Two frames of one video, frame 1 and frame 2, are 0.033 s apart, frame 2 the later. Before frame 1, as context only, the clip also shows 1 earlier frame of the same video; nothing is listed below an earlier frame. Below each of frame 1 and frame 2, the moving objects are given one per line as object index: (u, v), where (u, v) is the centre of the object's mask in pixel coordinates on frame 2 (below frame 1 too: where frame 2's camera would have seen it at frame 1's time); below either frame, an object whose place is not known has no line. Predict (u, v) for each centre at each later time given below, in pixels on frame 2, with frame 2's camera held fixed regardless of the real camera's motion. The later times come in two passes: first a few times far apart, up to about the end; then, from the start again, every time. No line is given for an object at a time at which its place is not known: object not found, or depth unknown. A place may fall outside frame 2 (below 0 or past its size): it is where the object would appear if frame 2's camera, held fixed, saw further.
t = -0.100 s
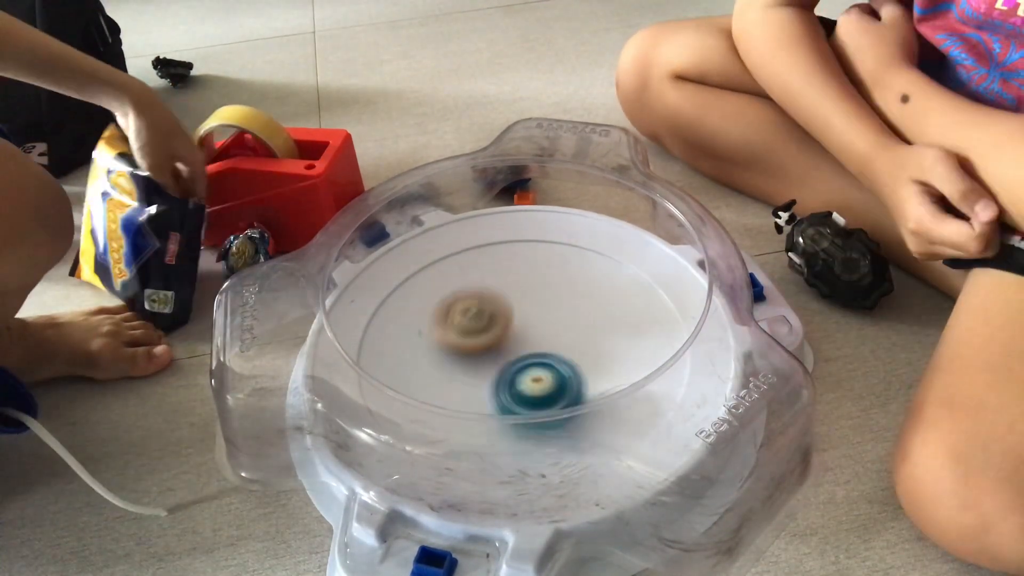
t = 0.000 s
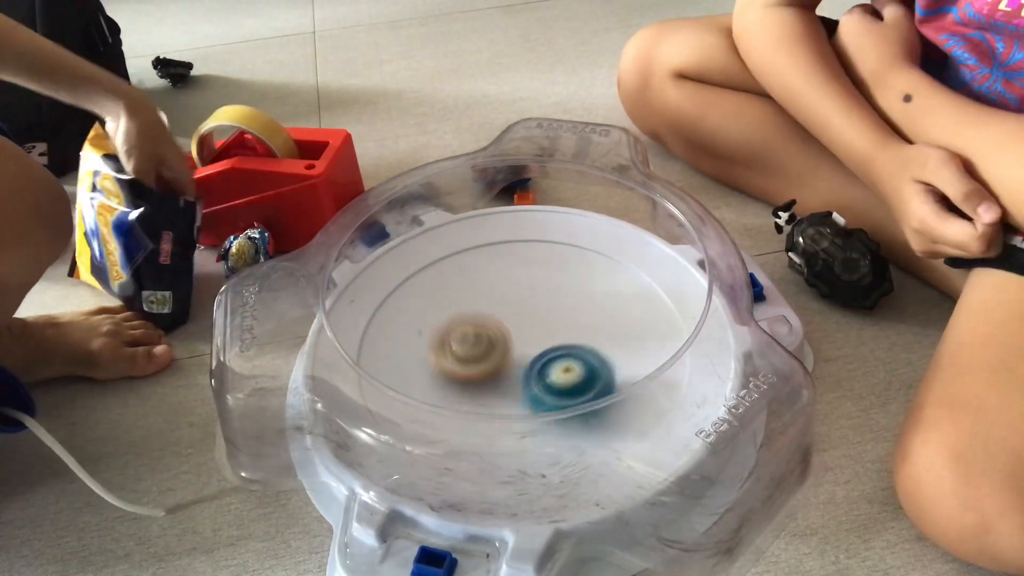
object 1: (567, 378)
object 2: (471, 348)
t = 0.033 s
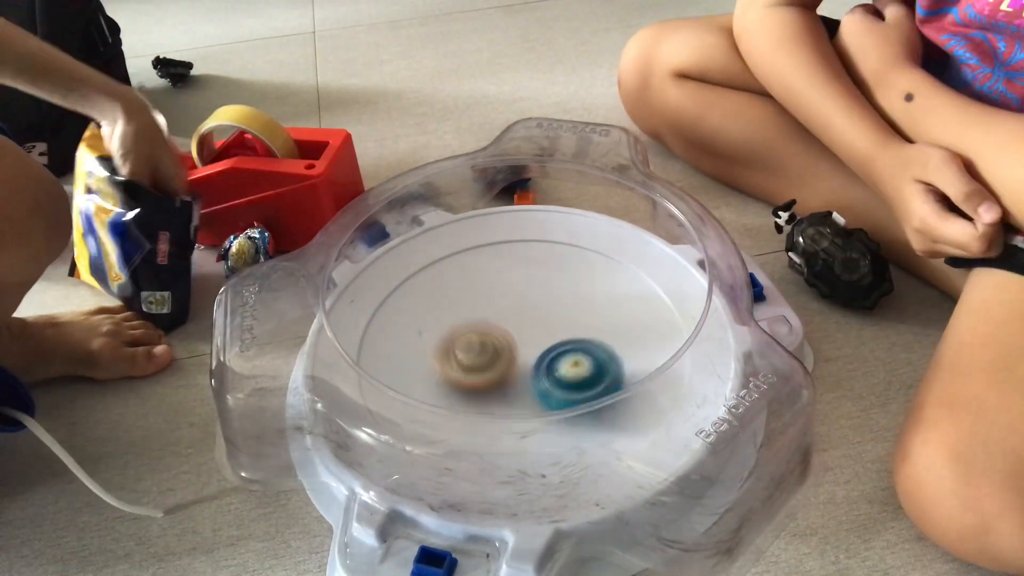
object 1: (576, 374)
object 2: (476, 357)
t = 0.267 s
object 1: (581, 323)
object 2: (538, 382)
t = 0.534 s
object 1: (500, 318)
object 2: (578, 354)
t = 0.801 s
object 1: (484, 375)
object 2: (545, 326)
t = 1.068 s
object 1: (534, 399)
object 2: (499, 319)
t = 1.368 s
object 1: (561, 375)
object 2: (478, 346)
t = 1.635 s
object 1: (569, 358)
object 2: (479, 352)
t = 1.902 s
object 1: (568, 339)
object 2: (470, 354)
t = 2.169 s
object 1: (542, 332)
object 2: (461, 362)
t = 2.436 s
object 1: (561, 312)
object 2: (457, 374)
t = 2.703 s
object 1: (553, 312)
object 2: (484, 363)
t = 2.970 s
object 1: (568, 303)
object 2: (469, 359)
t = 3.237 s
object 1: (560, 316)
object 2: (475, 348)
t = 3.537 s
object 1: (564, 325)
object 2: (479, 337)
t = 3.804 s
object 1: (590, 335)
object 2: (462, 332)
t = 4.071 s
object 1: (572, 349)
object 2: (486, 332)
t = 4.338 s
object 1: (562, 370)
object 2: (500, 317)
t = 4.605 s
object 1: (546, 380)
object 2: (515, 311)
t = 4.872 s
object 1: (520, 380)
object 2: (534, 314)
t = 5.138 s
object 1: (491, 373)
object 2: (552, 316)
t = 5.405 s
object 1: (476, 358)
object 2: (562, 324)
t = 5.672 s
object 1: (469, 340)
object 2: (559, 337)
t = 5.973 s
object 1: (477, 321)
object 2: (554, 353)
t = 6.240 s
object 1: (497, 312)
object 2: (548, 366)
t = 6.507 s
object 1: (513, 300)
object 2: (554, 383)
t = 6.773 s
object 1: (533, 313)
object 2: (549, 383)
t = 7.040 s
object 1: (546, 282)
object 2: (524, 399)
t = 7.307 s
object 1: (522, 314)
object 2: (506, 381)
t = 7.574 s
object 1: (522, 322)
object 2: (484, 382)
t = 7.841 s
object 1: (561, 312)
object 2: (445, 383)
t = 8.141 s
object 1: (548, 331)
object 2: (458, 367)
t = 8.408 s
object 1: (621, 329)
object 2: (399, 345)
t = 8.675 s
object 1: (575, 343)
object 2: (441, 330)
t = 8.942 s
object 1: (574, 378)
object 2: (467, 284)
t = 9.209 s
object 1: (564, 382)
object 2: (506, 282)
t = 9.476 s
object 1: (520, 372)
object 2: (559, 305)
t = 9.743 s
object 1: (477, 358)
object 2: (588, 328)
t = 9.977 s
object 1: (480, 348)
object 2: (582, 349)
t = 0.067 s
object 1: (584, 368)
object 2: (484, 365)
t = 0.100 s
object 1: (590, 361)
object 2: (492, 371)
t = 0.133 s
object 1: (593, 353)
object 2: (503, 378)
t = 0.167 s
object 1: (593, 345)
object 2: (513, 380)
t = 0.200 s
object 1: (591, 336)
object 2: (522, 382)
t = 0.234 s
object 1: (588, 329)
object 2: (529, 383)
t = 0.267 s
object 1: (581, 323)
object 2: (538, 382)
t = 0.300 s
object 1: (573, 317)
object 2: (546, 382)
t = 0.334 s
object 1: (564, 311)
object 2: (555, 380)
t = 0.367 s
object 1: (554, 307)
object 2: (562, 378)
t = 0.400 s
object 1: (543, 306)
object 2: (568, 375)
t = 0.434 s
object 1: (532, 307)
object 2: (573, 369)
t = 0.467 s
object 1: (521, 309)
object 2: (576, 364)
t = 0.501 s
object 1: (510, 313)
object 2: (577, 359)
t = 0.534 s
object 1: (500, 318)
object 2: (578, 354)
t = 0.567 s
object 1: (492, 324)
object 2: (577, 350)
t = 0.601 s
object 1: (485, 330)
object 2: (576, 344)
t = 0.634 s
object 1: (479, 338)
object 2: (574, 339)
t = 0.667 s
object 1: (476, 345)
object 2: (570, 334)
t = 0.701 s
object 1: (475, 353)
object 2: (566, 331)
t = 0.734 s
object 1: (476, 360)
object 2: (560, 329)
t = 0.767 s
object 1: (479, 369)
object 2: (553, 327)
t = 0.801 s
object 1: (484, 375)
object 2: (545, 326)
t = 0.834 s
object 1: (491, 380)
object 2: (538, 325)
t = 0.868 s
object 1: (498, 383)
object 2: (531, 324)
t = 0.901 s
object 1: (506, 385)
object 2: (525, 324)
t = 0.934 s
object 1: (512, 388)
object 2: (520, 321)
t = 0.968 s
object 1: (518, 390)
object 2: (516, 318)
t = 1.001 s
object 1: (523, 391)
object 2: (510, 317)
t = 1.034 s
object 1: (529, 399)
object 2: (504, 317)
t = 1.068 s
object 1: (534, 399)
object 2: (499, 319)
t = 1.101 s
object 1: (540, 398)
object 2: (494, 322)
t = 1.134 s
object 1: (545, 396)
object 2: (489, 324)
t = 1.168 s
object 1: (548, 387)
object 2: (485, 328)
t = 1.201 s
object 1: (551, 385)
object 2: (482, 331)
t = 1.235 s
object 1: (554, 383)
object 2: (480, 335)
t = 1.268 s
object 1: (556, 381)
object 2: (480, 339)
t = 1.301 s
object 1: (556, 379)
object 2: (480, 343)
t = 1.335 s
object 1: (557, 377)
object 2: (480, 346)
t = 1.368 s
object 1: (561, 375)
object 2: (478, 346)
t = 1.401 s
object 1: (567, 374)
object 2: (474, 344)
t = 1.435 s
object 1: (570, 373)
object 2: (472, 344)
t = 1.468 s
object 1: (572, 371)
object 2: (472, 345)
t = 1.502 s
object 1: (573, 369)
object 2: (472, 346)
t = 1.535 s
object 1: (573, 366)
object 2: (473, 348)
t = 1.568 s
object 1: (572, 363)
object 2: (475, 350)
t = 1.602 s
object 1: (571, 361)
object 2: (477, 351)
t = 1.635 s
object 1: (569, 358)
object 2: (479, 352)
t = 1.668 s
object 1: (570, 355)
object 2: (480, 352)
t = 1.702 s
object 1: (571, 352)
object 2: (478, 352)
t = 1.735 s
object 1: (571, 350)
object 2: (478, 353)
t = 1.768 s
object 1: (569, 347)
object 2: (479, 353)
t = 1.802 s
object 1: (567, 345)
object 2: (479, 353)
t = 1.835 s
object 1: (569, 342)
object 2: (475, 353)
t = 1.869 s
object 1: (570, 340)
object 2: (472, 353)
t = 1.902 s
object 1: (568, 339)
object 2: (470, 354)
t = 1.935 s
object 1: (563, 339)
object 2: (470, 354)
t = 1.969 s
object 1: (557, 338)
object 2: (470, 354)
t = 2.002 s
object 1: (555, 337)
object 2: (466, 356)
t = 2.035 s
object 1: (555, 336)
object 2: (462, 356)
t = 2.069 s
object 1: (553, 334)
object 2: (460, 357)
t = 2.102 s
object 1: (548, 333)
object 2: (460, 358)
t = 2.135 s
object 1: (544, 332)
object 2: (461, 360)
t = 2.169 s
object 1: (542, 332)
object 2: (461, 362)
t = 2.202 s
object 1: (552, 327)
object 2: (451, 365)
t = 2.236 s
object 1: (559, 324)
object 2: (445, 367)
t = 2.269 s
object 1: (564, 321)
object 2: (441, 370)
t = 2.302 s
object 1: (566, 318)
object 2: (441, 372)
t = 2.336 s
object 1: (566, 316)
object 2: (444, 373)
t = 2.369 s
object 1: (565, 314)
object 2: (447, 374)
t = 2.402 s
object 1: (564, 313)
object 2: (452, 374)
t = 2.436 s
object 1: (561, 312)
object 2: (457, 374)
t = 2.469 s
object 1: (559, 312)
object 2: (463, 372)
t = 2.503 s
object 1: (557, 311)
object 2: (469, 371)
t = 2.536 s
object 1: (554, 312)
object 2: (475, 369)
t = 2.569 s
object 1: (551, 313)
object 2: (479, 367)
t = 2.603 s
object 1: (549, 314)
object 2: (485, 365)
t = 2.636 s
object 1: (548, 315)
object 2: (486, 364)
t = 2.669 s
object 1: (551, 313)
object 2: (485, 364)
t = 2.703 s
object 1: (553, 312)
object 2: (484, 363)
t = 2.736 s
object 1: (552, 312)
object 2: (484, 362)
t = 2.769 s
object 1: (552, 312)
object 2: (486, 360)
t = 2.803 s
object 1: (551, 312)
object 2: (486, 358)
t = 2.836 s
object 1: (558, 308)
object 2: (478, 359)
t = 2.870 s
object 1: (564, 306)
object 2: (472, 360)
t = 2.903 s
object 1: (567, 304)
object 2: (469, 360)
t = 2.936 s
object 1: (568, 303)
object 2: (469, 359)
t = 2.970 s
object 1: (568, 303)
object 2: (469, 359)
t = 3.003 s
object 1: (567, 304)
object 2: (470, 357)
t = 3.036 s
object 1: (566, 305)
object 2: (471, 356)
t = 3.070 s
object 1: (564, 307)
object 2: (473, 355)
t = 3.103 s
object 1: (562, 308)
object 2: (475, 354)
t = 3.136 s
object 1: (559, 311)
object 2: (477, 352)
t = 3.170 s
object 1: (557, 313)
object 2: (479, 350)
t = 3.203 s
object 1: (556, 315)
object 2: (479, 349)
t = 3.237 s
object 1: (560, 316)
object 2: (475, 348)
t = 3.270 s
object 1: (563, 316)
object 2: (472, 347)
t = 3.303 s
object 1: (564, 316)
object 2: (471, 347)
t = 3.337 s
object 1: (565, 317)
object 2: (471, 345)
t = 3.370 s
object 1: (566, 318)
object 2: (472, 344)
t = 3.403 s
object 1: (566, 319)
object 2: (474, 343)
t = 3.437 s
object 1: (566, 320)
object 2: (475, 342)
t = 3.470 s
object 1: (565, 322)
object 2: (477, 341)
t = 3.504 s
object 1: (565, 323)
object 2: (478, 339)
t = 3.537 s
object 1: (564, 325)
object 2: (479, 337)
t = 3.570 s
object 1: (573, 326)
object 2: (472, 335)
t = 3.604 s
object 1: (581, 328)
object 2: (465, 333)
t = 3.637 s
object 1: (585, 328)
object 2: (462, 332)
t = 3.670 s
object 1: (588, 329)
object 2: (460, 332)
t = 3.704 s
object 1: (589, 330)
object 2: (460, 332)
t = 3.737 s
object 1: (590, 332)
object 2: (460, 332)
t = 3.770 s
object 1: (590, 333)
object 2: (460, 332)
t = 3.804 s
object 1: (590, 335)
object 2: (462, 332)
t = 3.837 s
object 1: (589, 336)
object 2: (464, 333)
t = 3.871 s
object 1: (588, 338)
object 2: (466, 333)
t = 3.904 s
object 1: (586, 340)
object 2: (468, 333)
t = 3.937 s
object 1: (584, 342)
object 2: (471, 333)
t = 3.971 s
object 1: (582, 343)
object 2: (474, 333)
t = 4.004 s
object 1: (579, 345)
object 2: (478, 333)
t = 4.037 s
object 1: (576, 347)
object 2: (482, 333)
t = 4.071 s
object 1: (572, 349)
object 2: (486, 332)
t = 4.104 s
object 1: (570, 351)
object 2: (488, 331)
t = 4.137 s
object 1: (569, 354)
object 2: (489, 329)
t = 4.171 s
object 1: (568, 356)
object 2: (490, 326)
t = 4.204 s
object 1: (566, 359)
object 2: (492, 325)
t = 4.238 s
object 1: (564, 361)
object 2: (495, 324)
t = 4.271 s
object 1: (563, 363)
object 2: (498, 323)
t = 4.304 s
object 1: (562, 366)
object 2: (499, 320)
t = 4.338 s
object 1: (562, 370)
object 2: (500, 317)
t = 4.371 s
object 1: (561, 372)
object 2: (501, 315)
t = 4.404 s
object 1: (560, 374)
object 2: (503, 314)
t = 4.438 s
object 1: (558, 376)
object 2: (505, 313)
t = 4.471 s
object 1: (556, 377)
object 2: (507, 312)
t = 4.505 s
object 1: (554, 378)
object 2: (509, 312)
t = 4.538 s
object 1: (552, 379)
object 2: (511, 311)
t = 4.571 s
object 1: (549, 380)
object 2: (513, 311)
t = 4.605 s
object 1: (546, 380)
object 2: (515, 311)
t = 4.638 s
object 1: (543, 381)
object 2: (518, 312)
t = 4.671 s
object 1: (540, 381)
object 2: (520, 312)
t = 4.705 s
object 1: (537, 381)
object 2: (523, 312)
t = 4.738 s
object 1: (534, 381)
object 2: (525, 313)
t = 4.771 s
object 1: (530, 381)
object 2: (527, 313)
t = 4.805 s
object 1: (527, 381)
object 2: (529, 314)
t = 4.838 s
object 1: (524, 381)
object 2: (532, 314)
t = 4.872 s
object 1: (520, 380)
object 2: (534, 314)
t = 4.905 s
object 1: (517, 379)
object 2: (536, 315)
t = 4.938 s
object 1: (513, 378)
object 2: (538, 315)
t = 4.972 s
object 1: (510, 377)
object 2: (541, 316)
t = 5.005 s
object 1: (505, 376)
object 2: (543, 316)
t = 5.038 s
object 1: (501, 375)
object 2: (546, 316)
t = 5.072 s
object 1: (497, 375)
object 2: (548, 315)
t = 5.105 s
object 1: (494, 374)
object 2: (550, 315)
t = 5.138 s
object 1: (491, 373)
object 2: (552, 316)
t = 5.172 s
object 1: (488, 372)
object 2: (553, 317)
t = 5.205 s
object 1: (486, 370)
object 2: (555, 318)
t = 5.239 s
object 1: (484, 368)
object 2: (556, 318)
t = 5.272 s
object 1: (482, 366)
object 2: (558, 319)
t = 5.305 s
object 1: (481, 365)
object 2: (559, 320)
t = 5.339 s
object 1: (479, 363)
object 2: (560, 322)
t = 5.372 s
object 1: (478, 361)
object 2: (561, 323)
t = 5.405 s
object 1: (476, 358)
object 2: (562, 324)
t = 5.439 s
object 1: (474, 356)
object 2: (561, 325)
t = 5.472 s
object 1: (473, 354)
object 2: (562, 327)
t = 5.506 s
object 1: (471, 352)
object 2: (561, 328)
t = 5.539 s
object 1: (470, 349)
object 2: (561, 330)
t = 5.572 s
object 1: (470, 347)
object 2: (560, 332)
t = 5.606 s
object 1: (469, 345)
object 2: (559, 334)
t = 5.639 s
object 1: (469, 342)
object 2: (559, 336)
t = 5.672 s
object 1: (469, 340)
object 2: (559, 337)
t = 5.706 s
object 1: (469, 338)
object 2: (559, 340)
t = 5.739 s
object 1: (469, 335)
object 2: (558, 342)
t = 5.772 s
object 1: (470, 333)
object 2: (558, 343)
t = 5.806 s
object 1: (470, 330)
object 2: (557, 345)
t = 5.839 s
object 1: (471, 328)
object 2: (556, 347)
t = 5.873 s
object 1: (472, 326)
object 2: (555, 348)
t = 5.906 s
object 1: (473, 324)
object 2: (555, 350)
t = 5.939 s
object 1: (475, 322)
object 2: (555, 352)
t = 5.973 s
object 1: (477, 321)
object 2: (554, 353)
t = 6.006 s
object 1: (479, 320)
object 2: (554, 355)
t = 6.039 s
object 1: (481, 318)
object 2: (553, 357)
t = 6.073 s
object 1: (483, 317)
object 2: (553, 358)
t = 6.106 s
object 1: (486, 316)
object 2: (552, 360)
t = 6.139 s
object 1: (489, 315)
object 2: (551, 361)
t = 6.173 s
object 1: (491, 314)
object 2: (550, 363)
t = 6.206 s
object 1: (494, 312)
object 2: (549, 364)
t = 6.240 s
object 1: (497, 312)
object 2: (548, 366)
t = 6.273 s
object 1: (499, 307)
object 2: (550, 372)
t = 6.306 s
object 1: (499, 303)
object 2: (551, 375)
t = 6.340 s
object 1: (501, 301)
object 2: (553, 378)
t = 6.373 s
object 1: (503, 299)
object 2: (552, 378)
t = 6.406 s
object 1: (505, 299)
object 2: (552, 380)
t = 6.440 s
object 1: (508, 299)
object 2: (553, 381)
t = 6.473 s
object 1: (510, 299)
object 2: (554, 382)
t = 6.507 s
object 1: (513, 300)
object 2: (554, 383)
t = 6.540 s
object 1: (516, 301)
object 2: (554, 384)
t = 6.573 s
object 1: (518, 302)
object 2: (554, 384)
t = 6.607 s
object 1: (521, 304)
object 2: (554, 384)
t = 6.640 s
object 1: (523, 306)
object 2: (554, 385)
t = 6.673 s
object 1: (526, 308)
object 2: (554, 384)
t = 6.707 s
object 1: (528, 310)
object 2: (552, 384)
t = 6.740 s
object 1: (531, 312)
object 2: (551, 383)
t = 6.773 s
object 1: (533, 313)
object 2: (549, 383)
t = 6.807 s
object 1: (536, 316)
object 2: (547, 383)
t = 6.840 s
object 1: (539, 316)
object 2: (544, 384)
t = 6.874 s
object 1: (542, 307)
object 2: (539, 390)
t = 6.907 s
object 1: (544, 299)
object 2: (535, 398)
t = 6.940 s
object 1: (547, 291)
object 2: (531, 400)
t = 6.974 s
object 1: (548, 286)
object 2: (529, 400)
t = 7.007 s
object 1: (548, 283)
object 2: (526, 400)
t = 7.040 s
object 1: (546, 282)
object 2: (524, 399)
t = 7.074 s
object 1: (544, 283)
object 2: (522, 396)
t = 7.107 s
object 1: (541, 286)
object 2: (520, 392)
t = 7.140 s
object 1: (538, 290)
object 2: (518, 390)
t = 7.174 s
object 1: (535, 294)
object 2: (516, 389)
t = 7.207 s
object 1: (532, 299)
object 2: (514, 387)
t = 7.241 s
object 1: (528, 305)
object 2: (512, 386)
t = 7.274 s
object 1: (525, 310)
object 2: (509, 382)
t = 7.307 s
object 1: (522, 314)
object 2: (506, 381)
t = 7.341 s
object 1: (522, 312)
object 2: (501, 384)
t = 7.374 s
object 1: (522, 311)
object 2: (497, 385)
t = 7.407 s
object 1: (522, 312)
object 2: (493, 385)
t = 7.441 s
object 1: (521, 313)
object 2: (490, 386)
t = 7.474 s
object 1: (521, 316)
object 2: (489, 385)
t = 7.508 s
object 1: (521, 318)
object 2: (488, 383)
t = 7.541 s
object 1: (521, 320)
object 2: (486, 382)
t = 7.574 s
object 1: (522, 322)
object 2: (484, 382)
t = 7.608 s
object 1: (525, 323)
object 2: (479, 381)
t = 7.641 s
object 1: (527, 323)
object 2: (477, 381)
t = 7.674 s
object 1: (528, 325)
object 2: (475, 381)
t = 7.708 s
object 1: (529, 327)
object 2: (473, 380)
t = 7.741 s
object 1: (538, 322)
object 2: (462, 383)
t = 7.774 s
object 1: (549, 317)
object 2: (454, 384)
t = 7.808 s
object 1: (557, 313)
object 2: (448, 383)
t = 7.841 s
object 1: (561, 312)
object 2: (445, 383)
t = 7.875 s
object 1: (564, 312)
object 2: (445, 383)
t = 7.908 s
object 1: (564, 312)
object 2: (445, 382)
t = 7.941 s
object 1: (564, 314)
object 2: (445, 381)
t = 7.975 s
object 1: (562, 316)
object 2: (447, 379)
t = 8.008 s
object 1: (560, 319)
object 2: (448, 378)
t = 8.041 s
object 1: (557, 321)
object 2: (450, 376)
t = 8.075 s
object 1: (554, 324)
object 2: (453, 373)
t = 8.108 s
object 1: (551, 327)
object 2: (455, 369)
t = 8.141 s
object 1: (548, 331)
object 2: (458, 367)
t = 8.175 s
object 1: (544, 334)
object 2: (460, 363)
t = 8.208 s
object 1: (549, 336)
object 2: (454, 361)
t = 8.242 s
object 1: (573, 334)
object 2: (430, 358)
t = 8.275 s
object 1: (590, 333)
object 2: (414, 354)
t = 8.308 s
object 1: (605, 331)
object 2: (404, 350)
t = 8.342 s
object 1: (614, 330)
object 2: (400, 347)
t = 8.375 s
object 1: (620, 330)
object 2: (399, 346)
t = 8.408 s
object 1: (621, 329)
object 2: (399, 345)
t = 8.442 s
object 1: (620, 330)
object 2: (400, 343)
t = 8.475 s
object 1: (612, 332)
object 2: (405, 340)
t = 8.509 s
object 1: (607, 334)
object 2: (409, 339)
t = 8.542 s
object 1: (602, 335)
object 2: (414, 337)
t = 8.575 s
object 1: (596, 337)
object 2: (420, 336)
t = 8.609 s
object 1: (589, 339)
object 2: (427, 334)
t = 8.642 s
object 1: (582, 341)
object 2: (433, 331)
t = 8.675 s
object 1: (575, 343)
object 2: (441, 330)
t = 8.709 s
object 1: (568, 345)
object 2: (449, 328)
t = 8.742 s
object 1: (561, 347)
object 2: (456, 326)
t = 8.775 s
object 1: (553, 348)
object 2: (464, 324)
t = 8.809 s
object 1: (548, 350)
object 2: (472, 321)
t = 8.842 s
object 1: (557, 360)
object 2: (470, 311)
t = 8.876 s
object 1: (565, 370)
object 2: (466, 300)
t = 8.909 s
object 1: (570, 375)
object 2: (465, 291)
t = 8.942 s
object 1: (574, 378)
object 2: (467, 284)
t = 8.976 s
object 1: (575, 380)
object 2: (470, 281)
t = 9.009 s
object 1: (575, 381)
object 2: (474, 278)
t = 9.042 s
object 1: (575, 382)
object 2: (479, 277)
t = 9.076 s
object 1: (573, 383)
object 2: (484, 277)
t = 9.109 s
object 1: (571, 383)
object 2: (489, 278)
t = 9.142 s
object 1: (569, 383)
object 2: (495, 279)
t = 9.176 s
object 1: (567, 383)
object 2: (500, 281)
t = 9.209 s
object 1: (564, 382)
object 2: (506, 282)
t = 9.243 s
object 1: (560, 381)
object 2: (513, 285)
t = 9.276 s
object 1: (555, 380)
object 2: (519, 288)
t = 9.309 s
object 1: (550, 379)
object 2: (525, 290)
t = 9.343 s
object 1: (544, 377)
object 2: (532, 292)
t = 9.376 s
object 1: (538, 375)
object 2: (539, 296)
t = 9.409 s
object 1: (532, 374)
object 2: (546, 299)
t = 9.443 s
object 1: (526, 373)
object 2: (553, 302)
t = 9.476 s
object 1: (520, 372)
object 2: (559, 305)
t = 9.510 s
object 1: (513, 371)
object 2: (565, 308)
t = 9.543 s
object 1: (506, 369)
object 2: (570, 312)
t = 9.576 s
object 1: (500, 368)
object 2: (575, 314)
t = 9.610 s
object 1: (494, 366)
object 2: (579, 318)
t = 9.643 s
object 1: (489, 364)
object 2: (582, 320)
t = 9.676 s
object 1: (484, 362)
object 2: (584, 322)
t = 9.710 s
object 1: (480, 360)
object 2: (586, 326)
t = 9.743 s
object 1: (477, 358)
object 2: (588, 328)
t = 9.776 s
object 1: (475, 357)
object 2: (588, 331)
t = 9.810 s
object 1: (475, 355)
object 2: (588, 334)
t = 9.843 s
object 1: (475, 354)
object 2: (588, 337)
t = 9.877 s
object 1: (475, 352)
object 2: (587, 340)
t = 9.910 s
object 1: (476, 351)
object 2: (585, 343)
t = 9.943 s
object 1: (478, 350)
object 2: (584, 346)
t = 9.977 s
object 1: (480, 348)
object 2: (582, 349)
